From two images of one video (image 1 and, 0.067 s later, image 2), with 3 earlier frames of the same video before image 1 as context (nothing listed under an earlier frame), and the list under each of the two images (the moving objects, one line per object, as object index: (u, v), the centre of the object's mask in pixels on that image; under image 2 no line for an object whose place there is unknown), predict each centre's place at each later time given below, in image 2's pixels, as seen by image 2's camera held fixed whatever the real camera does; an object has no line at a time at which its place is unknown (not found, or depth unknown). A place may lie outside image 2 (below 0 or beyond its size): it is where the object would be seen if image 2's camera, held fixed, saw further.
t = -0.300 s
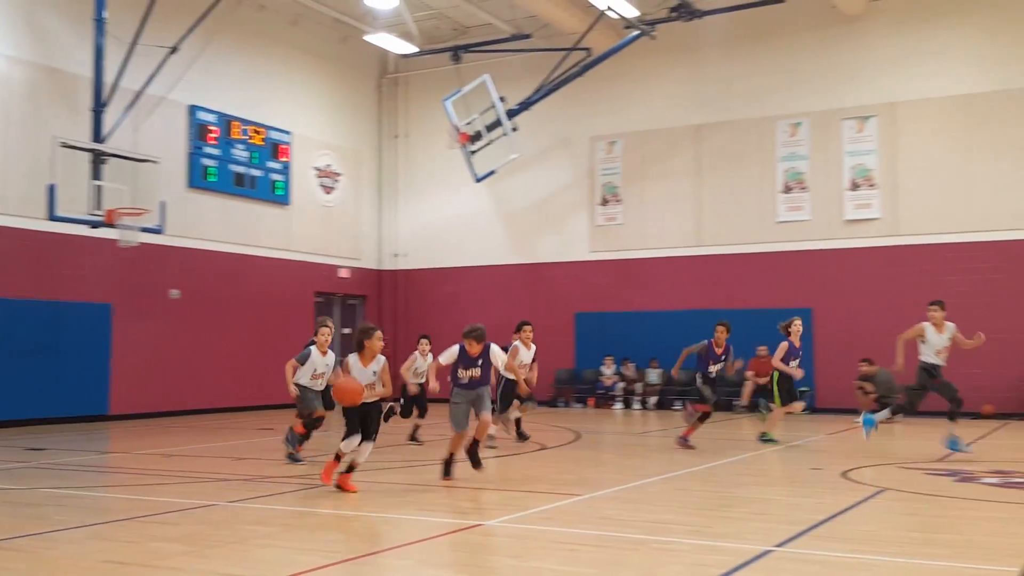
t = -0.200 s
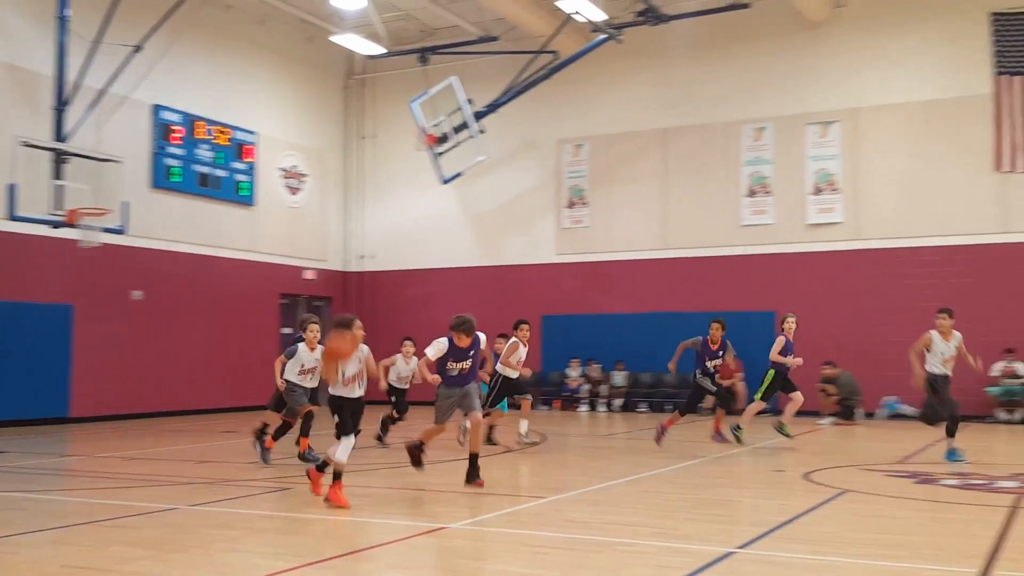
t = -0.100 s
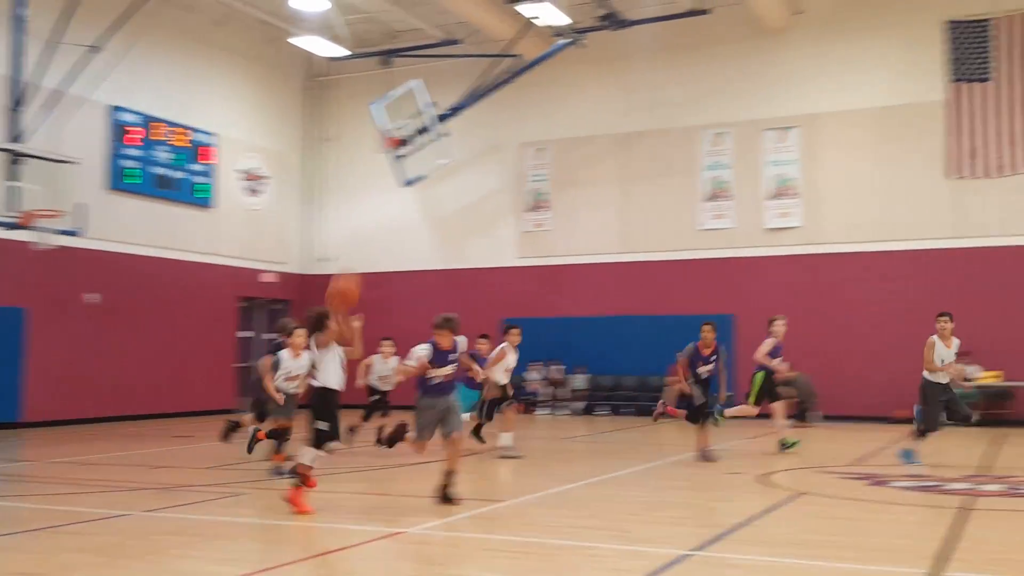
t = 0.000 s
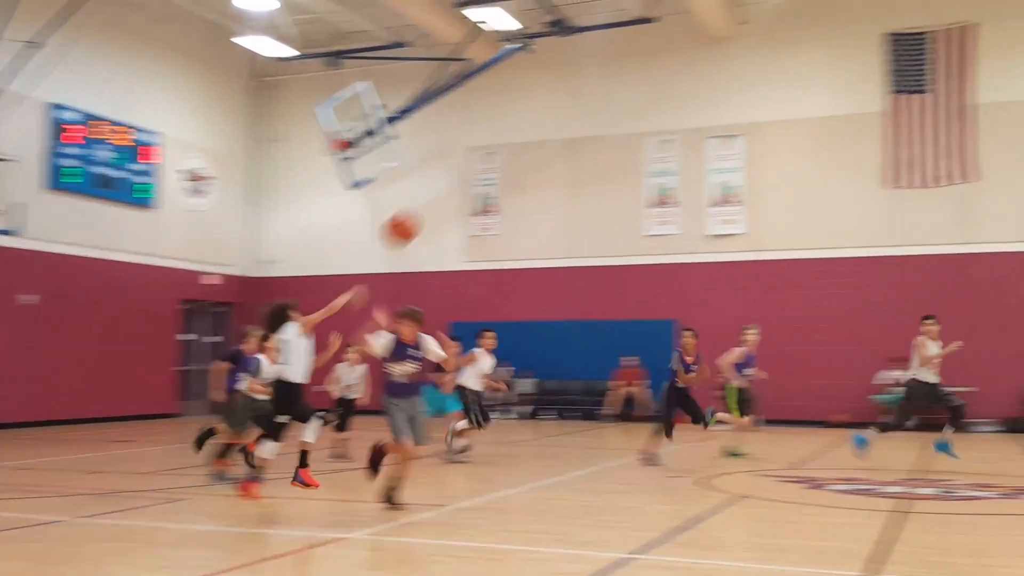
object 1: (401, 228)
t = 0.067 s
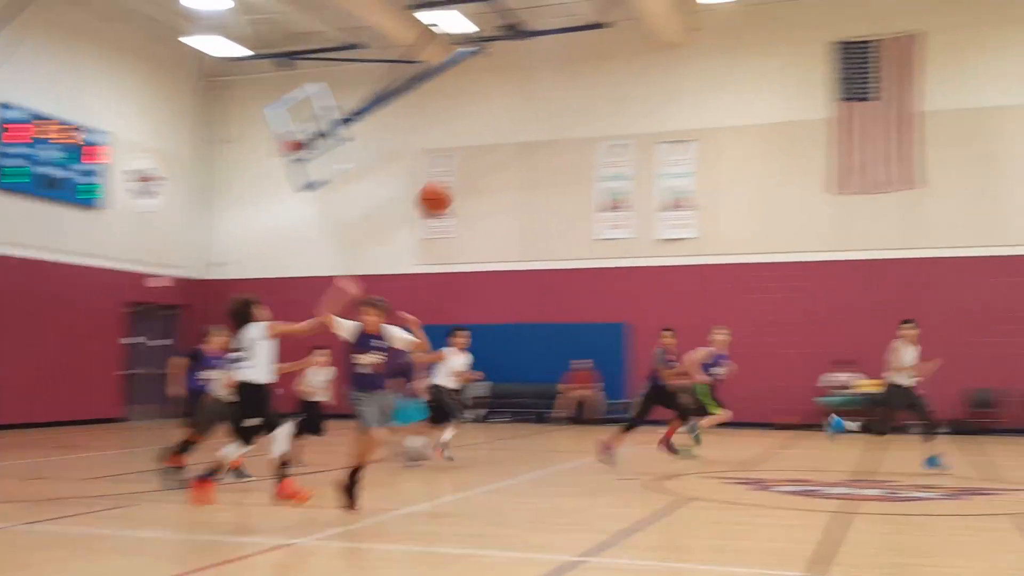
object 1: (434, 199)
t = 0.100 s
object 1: (477, 182)
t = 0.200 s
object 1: (598, 148)
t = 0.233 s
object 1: (637, 140)
